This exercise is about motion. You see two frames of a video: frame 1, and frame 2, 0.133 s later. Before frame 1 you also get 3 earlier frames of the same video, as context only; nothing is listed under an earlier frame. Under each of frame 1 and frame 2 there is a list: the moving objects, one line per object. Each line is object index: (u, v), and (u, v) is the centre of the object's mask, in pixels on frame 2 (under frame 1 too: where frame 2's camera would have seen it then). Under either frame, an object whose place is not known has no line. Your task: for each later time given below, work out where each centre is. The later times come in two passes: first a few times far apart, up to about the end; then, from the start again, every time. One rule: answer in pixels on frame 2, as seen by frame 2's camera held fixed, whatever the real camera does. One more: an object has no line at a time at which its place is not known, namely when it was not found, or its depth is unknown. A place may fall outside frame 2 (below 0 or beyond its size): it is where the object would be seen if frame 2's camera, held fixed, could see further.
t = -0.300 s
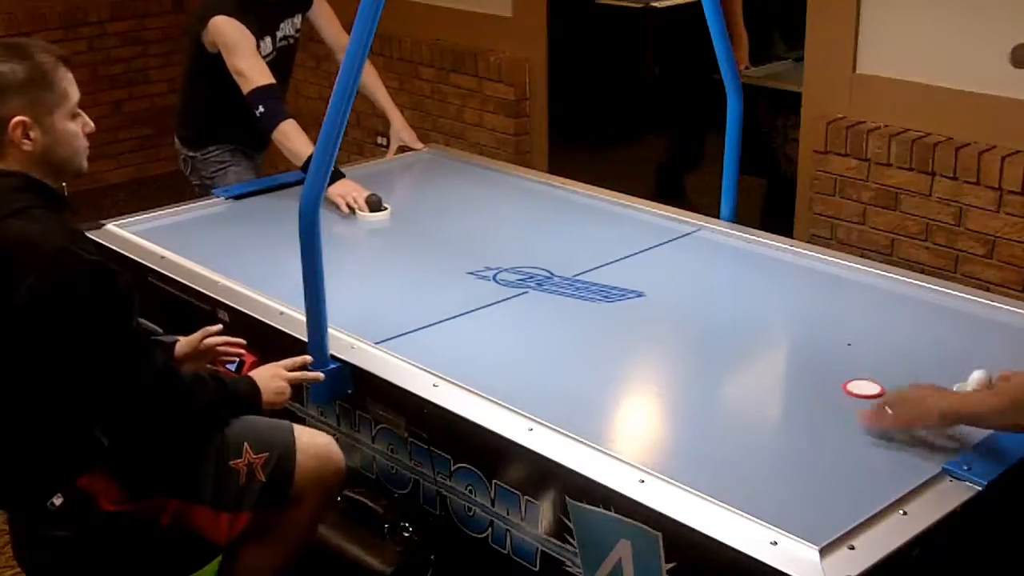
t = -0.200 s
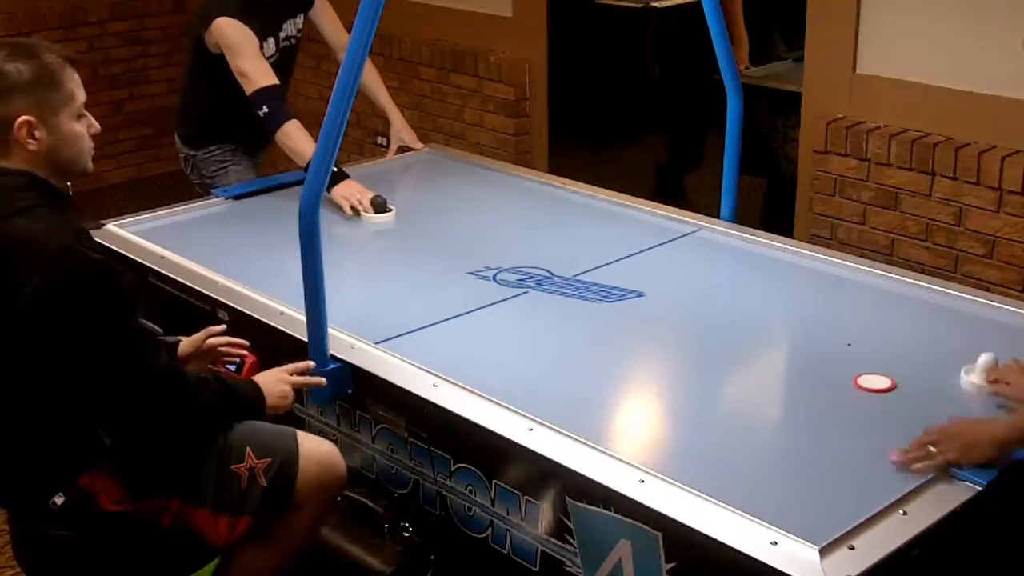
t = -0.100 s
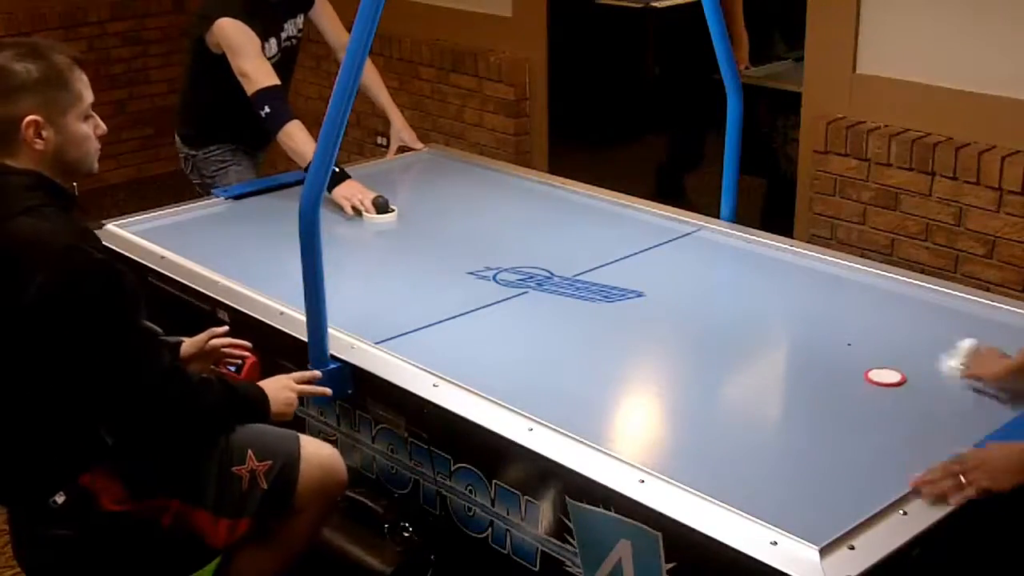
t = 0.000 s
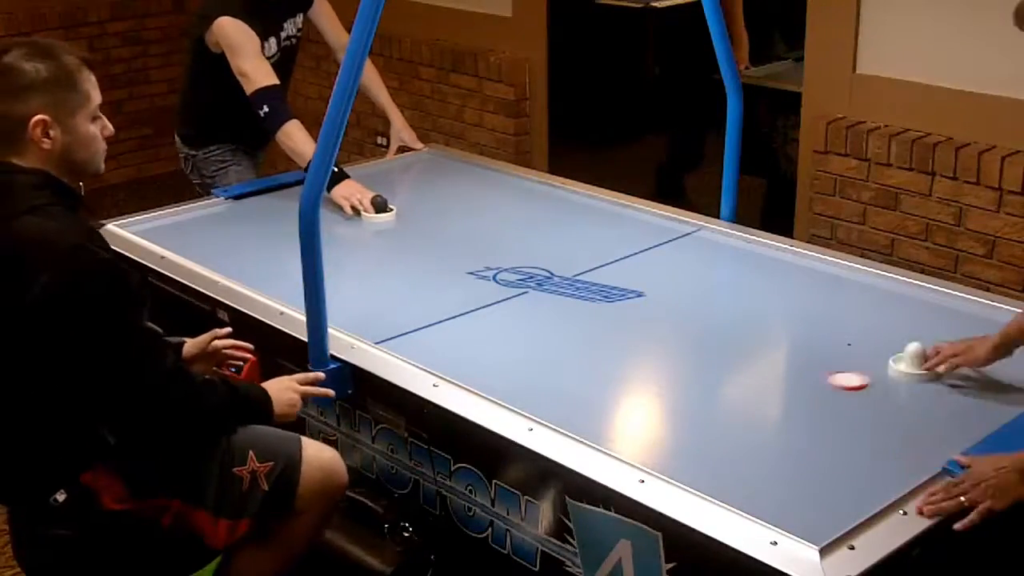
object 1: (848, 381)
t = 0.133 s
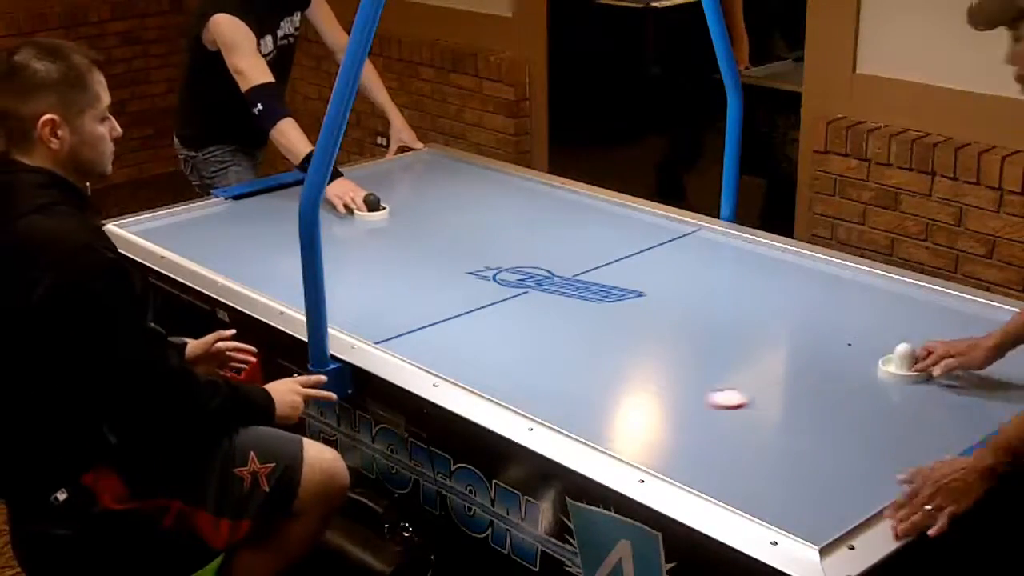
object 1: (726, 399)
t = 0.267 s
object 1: (599, 418)
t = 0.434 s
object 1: (608, 386)
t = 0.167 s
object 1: (697, 404)
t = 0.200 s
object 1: (667, 408)
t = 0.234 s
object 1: (632, 419)
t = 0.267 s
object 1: (599, 418)
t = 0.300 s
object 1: (571, 421)
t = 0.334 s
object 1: (570, 415)
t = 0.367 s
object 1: (583, 406)
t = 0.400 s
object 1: (595, 395)
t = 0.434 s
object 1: (608, 386)
